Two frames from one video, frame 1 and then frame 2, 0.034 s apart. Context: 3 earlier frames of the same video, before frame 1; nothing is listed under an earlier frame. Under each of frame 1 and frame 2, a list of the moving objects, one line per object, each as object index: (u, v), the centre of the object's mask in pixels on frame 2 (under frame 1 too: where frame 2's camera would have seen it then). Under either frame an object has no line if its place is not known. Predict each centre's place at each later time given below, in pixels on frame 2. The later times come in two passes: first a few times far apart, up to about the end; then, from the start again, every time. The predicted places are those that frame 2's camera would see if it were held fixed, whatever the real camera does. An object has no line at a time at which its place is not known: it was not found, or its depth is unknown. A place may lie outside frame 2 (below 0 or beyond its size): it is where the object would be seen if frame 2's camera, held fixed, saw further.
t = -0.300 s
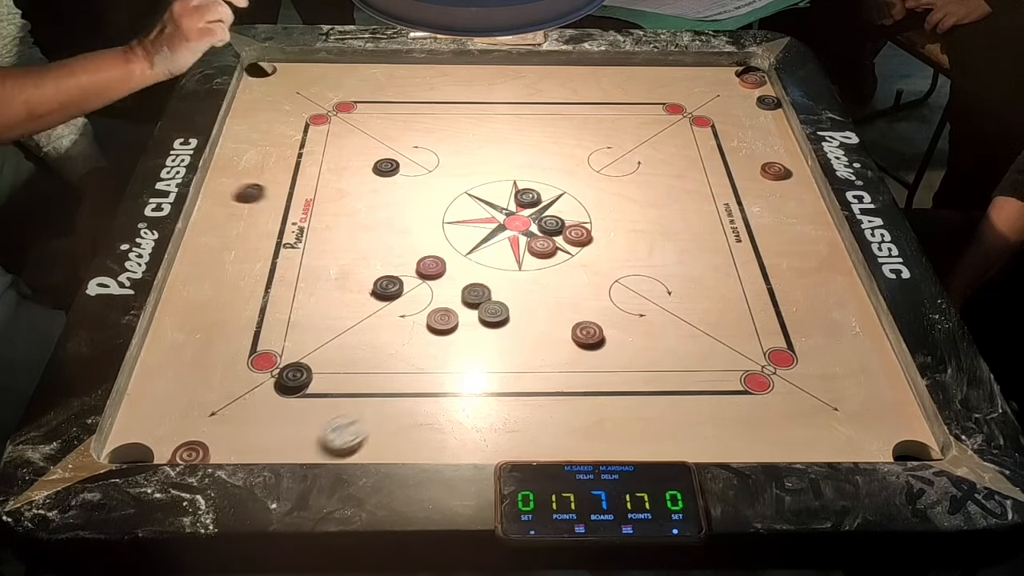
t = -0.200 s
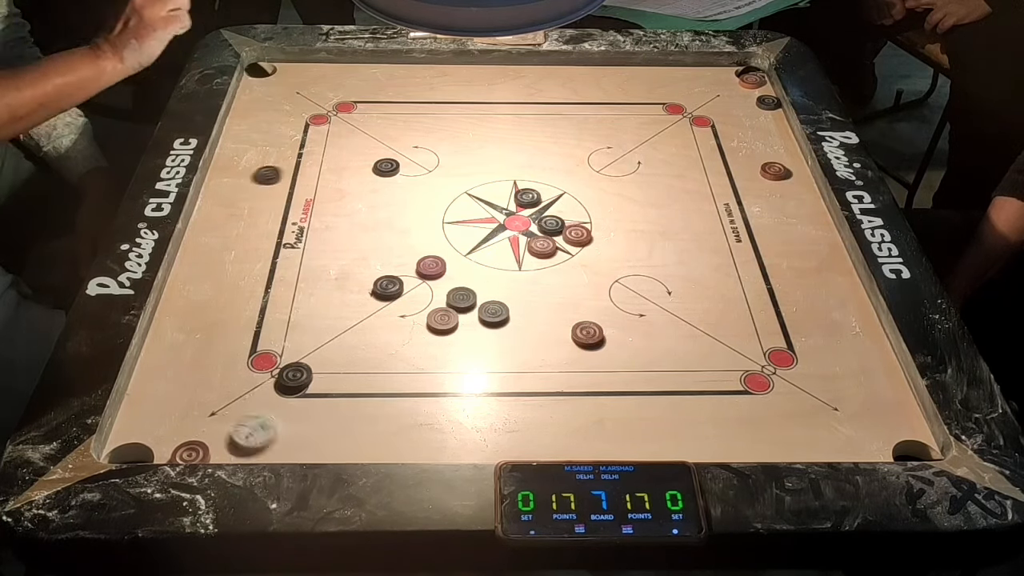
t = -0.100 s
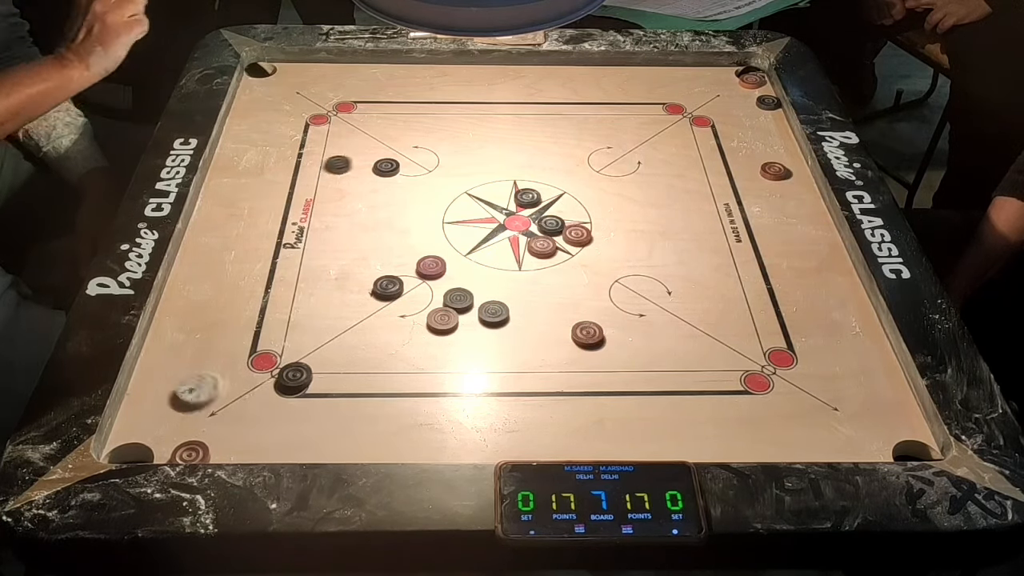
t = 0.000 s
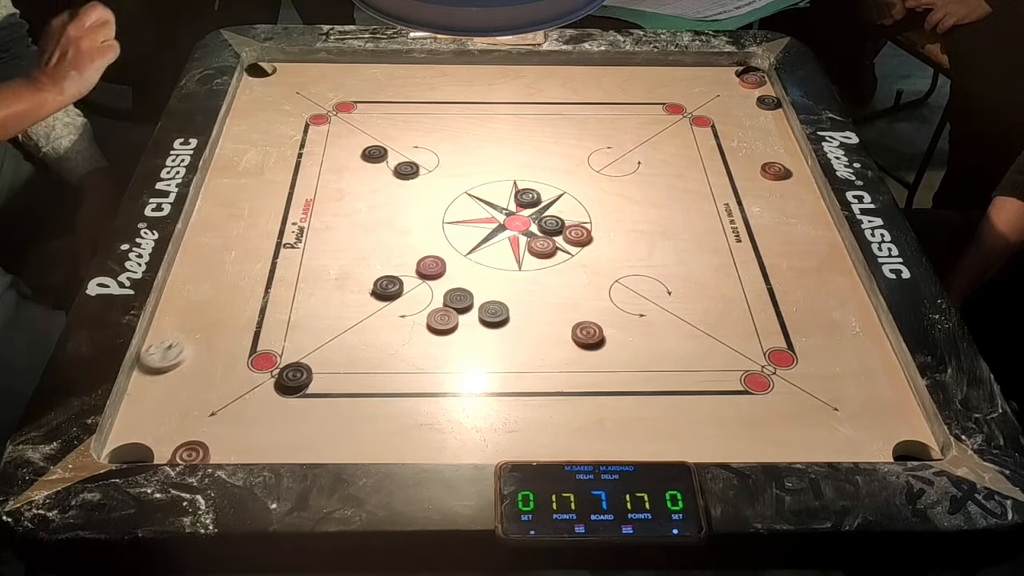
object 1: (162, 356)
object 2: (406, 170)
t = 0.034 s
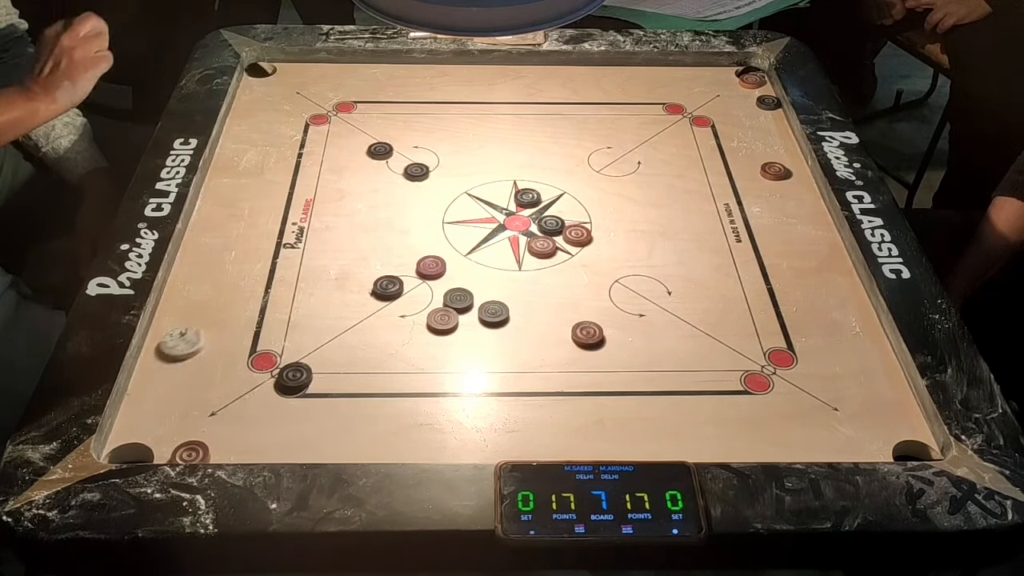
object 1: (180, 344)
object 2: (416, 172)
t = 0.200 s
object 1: (250, 299)
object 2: (450, 177)
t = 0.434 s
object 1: (302, 271)
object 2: (457, 178)
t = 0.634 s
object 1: (319, 260)
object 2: (457, 178)
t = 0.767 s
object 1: (320, 259)
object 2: (457, 178)
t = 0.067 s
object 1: (196, 334)
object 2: (425, 173)
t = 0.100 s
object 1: (211, 324)
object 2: (433, 175)
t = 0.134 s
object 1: (227, 314)
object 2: (439, 175)
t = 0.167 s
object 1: (238, 307)
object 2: (445, 176)
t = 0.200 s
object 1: (250, 299)
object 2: (450, 177)
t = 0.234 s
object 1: (260, 294)
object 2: (453, 177)
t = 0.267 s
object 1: (270, 289)
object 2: (455, 177)
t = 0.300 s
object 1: (277, 284)
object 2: (456, 178)
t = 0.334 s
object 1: (284, 280)
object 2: (457, 178)
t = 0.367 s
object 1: (290, 276)
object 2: (457, 178)
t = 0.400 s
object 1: (296, 274)
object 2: (457, 178)
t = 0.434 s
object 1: (302, 271)
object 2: (457, 178)
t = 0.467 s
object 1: (306, 269)
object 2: (457, 178)
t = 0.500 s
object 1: (311, 267)
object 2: (457, 178)
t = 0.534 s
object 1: (314, 265)
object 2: (457, 178)
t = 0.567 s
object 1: (316, 263)
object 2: (457, 178)
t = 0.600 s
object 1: (318, 261)
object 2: (457, 178)
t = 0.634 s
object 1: (319, 260)
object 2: (457, 178)
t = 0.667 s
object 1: (320, 260)
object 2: (457, 178)
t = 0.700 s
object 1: (320, 260)
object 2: (457, 178)
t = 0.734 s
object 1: (320, 260)
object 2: (457, 178)
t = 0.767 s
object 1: (320, 259)
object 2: (457, 178)
